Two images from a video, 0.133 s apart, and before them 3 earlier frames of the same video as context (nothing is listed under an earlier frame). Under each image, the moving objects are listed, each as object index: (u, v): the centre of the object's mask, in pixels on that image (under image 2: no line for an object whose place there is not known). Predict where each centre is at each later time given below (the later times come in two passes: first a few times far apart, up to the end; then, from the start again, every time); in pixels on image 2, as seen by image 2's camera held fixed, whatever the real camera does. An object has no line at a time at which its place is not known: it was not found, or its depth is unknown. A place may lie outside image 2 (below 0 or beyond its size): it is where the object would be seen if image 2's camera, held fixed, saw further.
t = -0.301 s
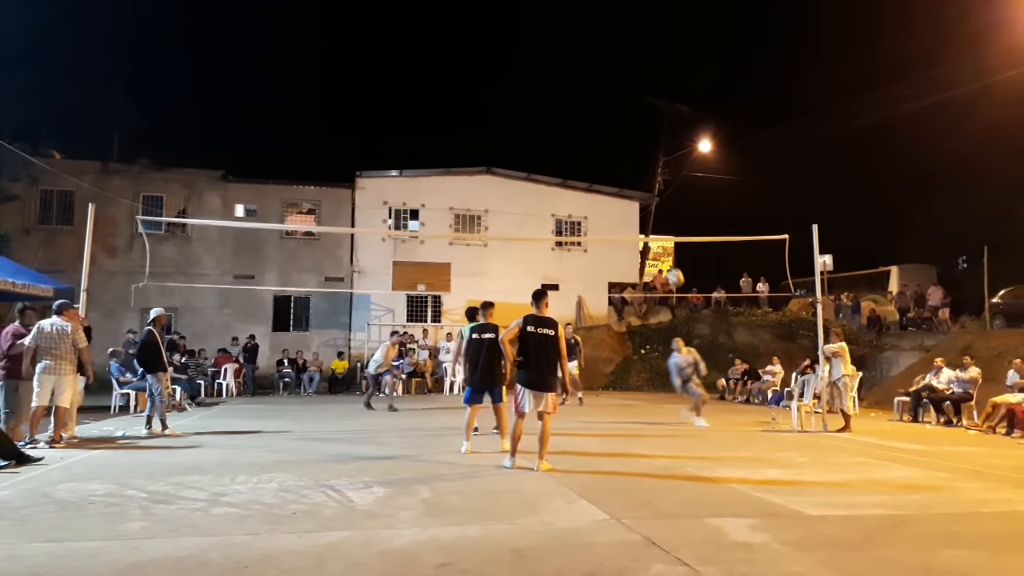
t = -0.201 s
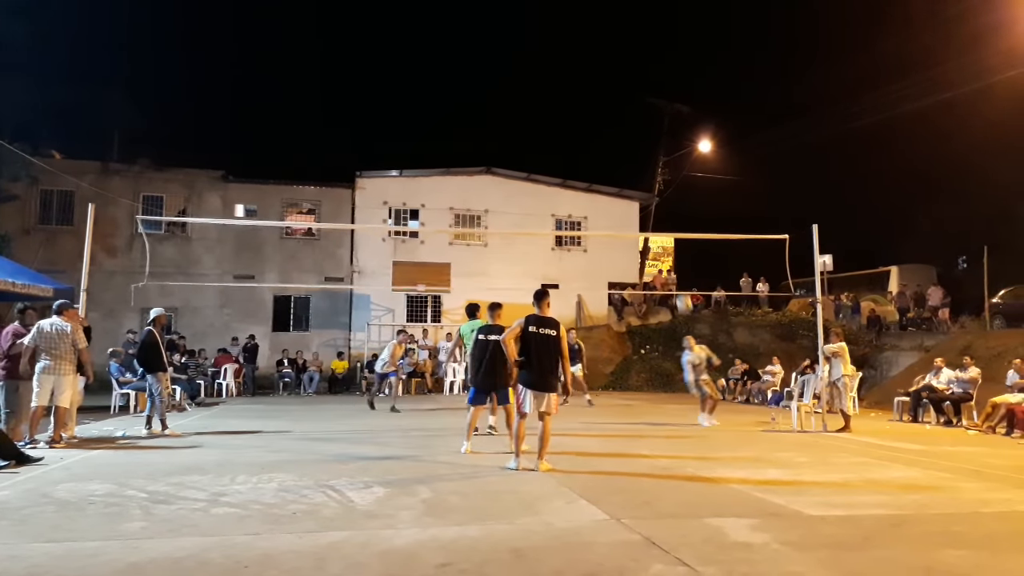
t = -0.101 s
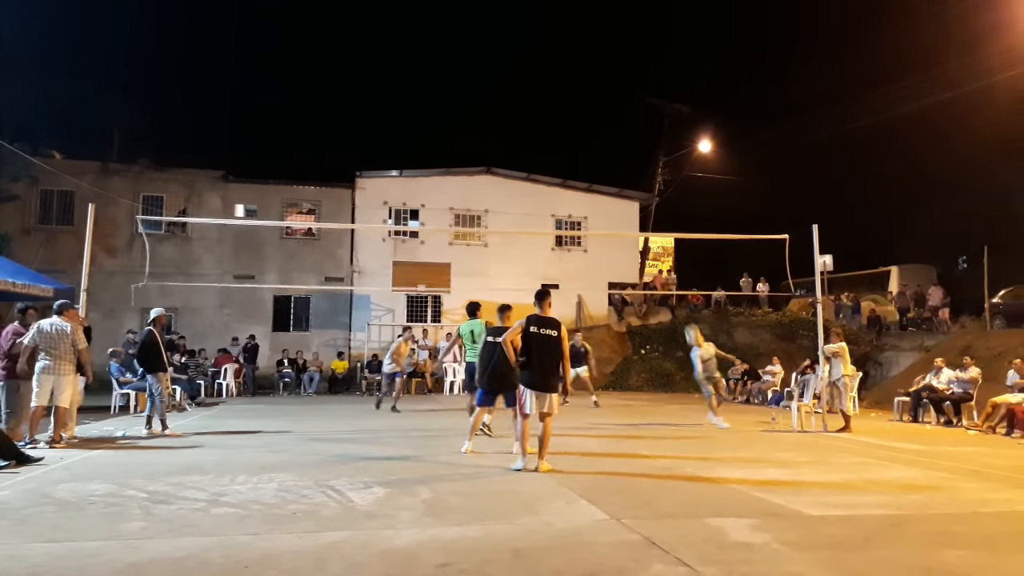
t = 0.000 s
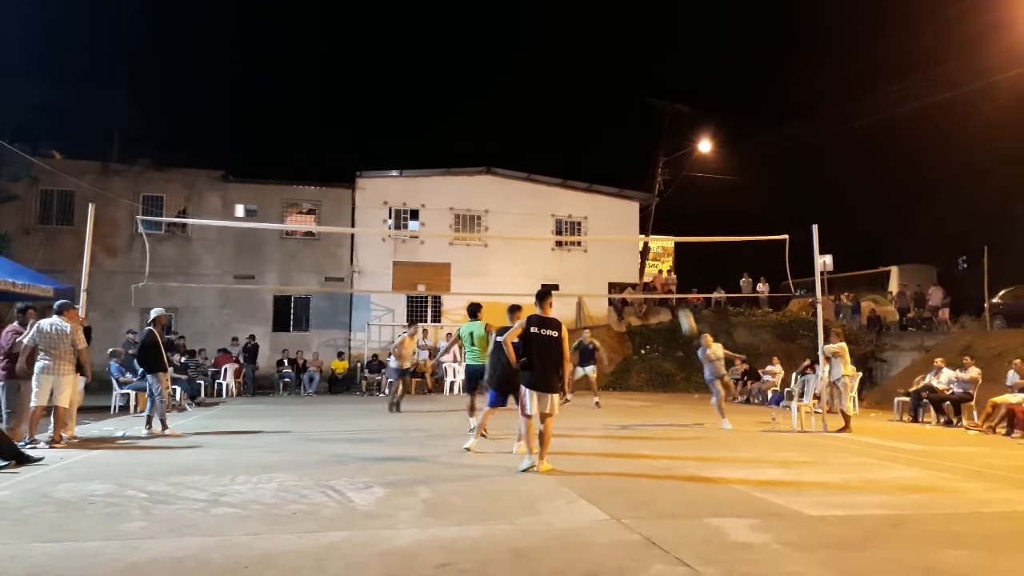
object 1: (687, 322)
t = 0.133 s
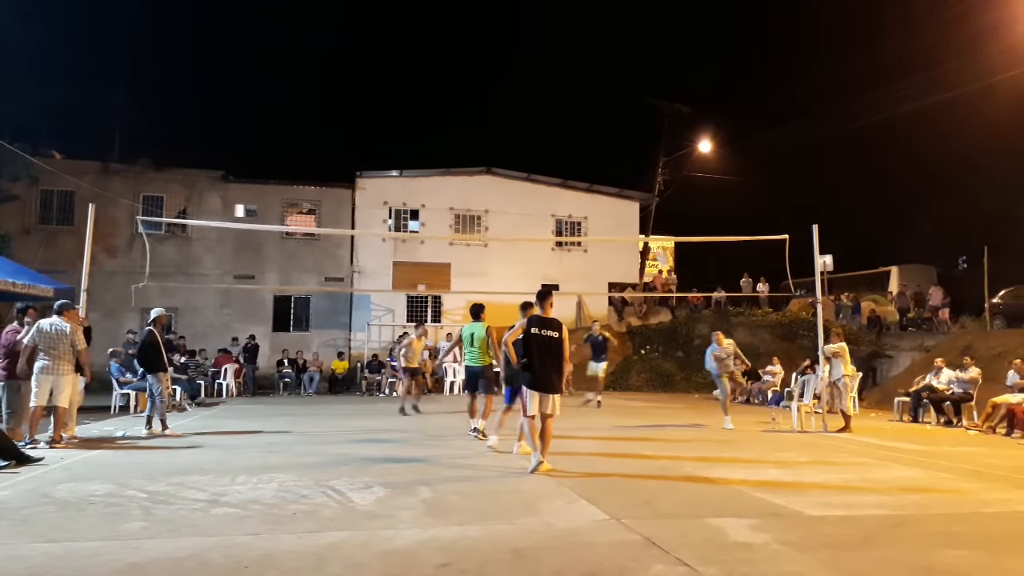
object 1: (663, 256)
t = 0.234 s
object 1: (648, 220)
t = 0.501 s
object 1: (604, 149)
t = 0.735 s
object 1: (568, 125)
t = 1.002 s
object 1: (527, 136)
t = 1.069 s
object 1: (517, 145)
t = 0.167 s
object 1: (658, 244)
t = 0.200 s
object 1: (652, 228)
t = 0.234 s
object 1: (648, 220)
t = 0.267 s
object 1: (642, 208)
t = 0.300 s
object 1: (637, 197)
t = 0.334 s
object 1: (631, 188)
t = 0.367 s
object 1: (625, 178)
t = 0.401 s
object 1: (620, 170)
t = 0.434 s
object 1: (614, 163)
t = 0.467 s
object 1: (609, 156)
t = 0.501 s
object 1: (604, 149)
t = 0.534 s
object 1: (598, 143)
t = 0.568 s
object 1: (594, 139)
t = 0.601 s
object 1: (588, 135)
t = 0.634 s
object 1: (583, 131)
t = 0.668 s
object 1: (578, 128)
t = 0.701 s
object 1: (573, 126)
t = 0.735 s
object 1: (568, 125)
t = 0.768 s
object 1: (562, 124)
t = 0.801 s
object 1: (557, 124)
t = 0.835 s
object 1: (552, 124)
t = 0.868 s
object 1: (547, 125)
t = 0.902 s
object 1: (542, 127)
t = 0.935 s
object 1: (537, 129)
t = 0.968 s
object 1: (532, 132)
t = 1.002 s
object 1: (527, 136)
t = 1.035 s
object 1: (522, 140)
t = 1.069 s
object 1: (517, 145)
